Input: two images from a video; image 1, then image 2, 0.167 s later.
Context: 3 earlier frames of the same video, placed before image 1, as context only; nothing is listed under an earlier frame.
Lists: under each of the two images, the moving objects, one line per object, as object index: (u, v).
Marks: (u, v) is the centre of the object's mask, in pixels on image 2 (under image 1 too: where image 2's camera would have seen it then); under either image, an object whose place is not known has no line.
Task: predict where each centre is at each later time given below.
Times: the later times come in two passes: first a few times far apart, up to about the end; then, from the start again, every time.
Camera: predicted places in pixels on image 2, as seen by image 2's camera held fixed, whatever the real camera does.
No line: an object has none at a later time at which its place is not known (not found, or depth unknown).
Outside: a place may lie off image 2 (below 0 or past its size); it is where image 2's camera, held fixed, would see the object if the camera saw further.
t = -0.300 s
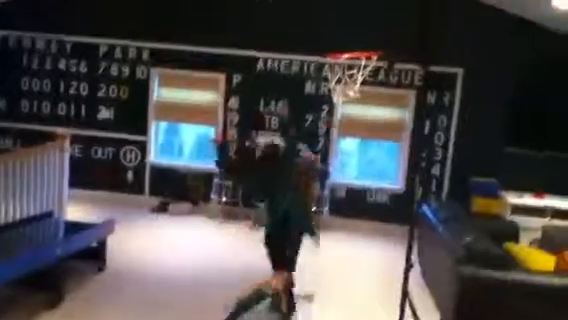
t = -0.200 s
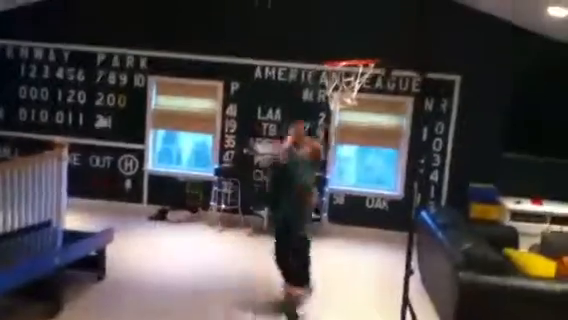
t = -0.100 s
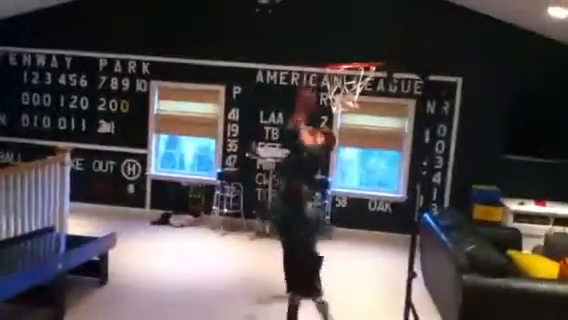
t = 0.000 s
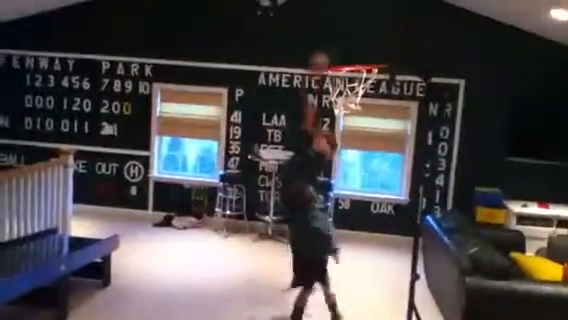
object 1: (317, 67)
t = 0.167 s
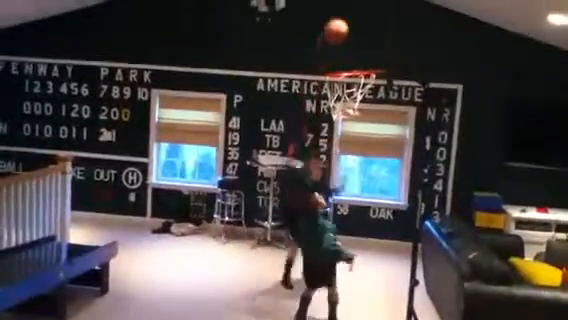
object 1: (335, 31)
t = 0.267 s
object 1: (347, 23)
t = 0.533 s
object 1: (374, 57)
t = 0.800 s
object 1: (375, 51)
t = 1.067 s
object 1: (368, 61)
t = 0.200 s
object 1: (339, 27)
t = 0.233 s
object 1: (343, 24)
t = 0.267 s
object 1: (347, 23)
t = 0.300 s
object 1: (351, 23)
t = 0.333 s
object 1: (356, 25)
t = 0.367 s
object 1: (360, 27)
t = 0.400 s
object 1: (362, 32)
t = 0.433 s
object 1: (365, 38)
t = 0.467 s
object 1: (370, 46)
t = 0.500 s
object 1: (373, 56)
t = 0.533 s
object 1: (374, 57)
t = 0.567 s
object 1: (374, 52)
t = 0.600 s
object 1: (374, 47)
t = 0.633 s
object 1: (376, 45)
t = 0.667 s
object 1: (376, 43)
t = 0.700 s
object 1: (376, 43)
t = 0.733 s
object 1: (375, 44)
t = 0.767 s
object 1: (375, 47)
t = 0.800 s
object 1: (375, 51)
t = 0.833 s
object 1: (374, 58)
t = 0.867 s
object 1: (373, 58)
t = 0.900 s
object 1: (373, 54)
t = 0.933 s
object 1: (373, 53)
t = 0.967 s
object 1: (372, 53)
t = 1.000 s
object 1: (371, 55)
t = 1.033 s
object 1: (370, 56)
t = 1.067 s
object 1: (368, 61)
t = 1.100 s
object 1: (365, 62)
